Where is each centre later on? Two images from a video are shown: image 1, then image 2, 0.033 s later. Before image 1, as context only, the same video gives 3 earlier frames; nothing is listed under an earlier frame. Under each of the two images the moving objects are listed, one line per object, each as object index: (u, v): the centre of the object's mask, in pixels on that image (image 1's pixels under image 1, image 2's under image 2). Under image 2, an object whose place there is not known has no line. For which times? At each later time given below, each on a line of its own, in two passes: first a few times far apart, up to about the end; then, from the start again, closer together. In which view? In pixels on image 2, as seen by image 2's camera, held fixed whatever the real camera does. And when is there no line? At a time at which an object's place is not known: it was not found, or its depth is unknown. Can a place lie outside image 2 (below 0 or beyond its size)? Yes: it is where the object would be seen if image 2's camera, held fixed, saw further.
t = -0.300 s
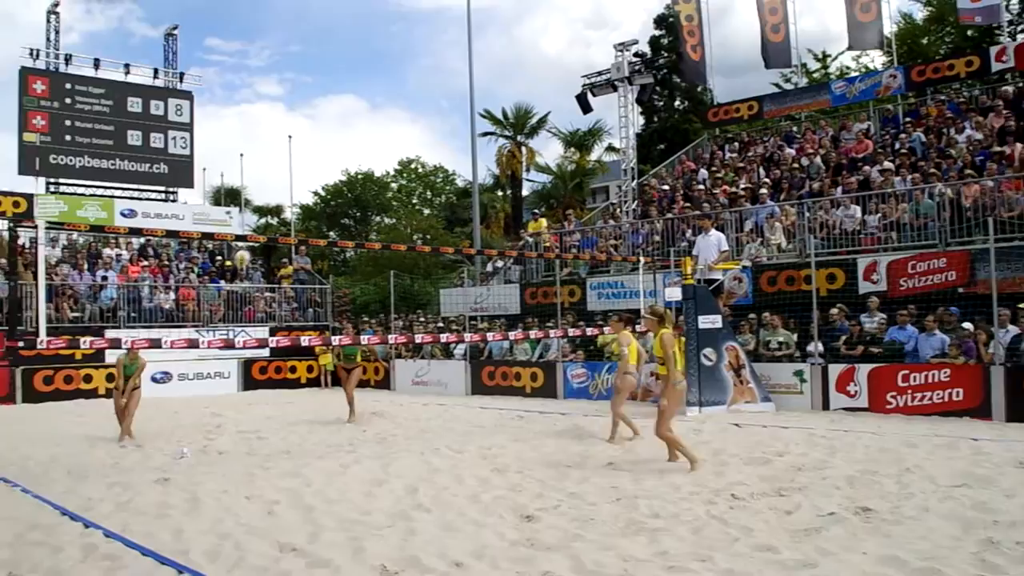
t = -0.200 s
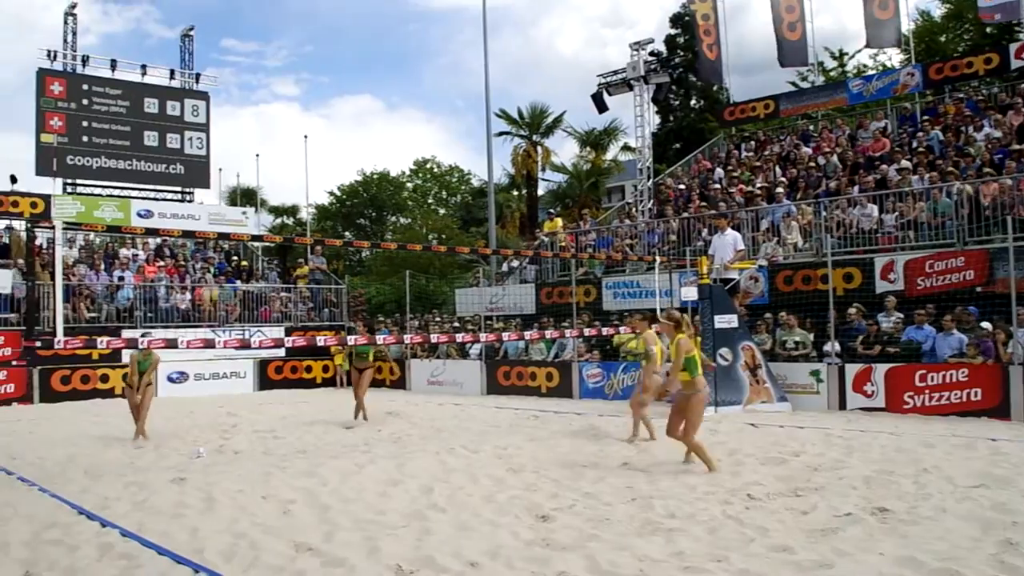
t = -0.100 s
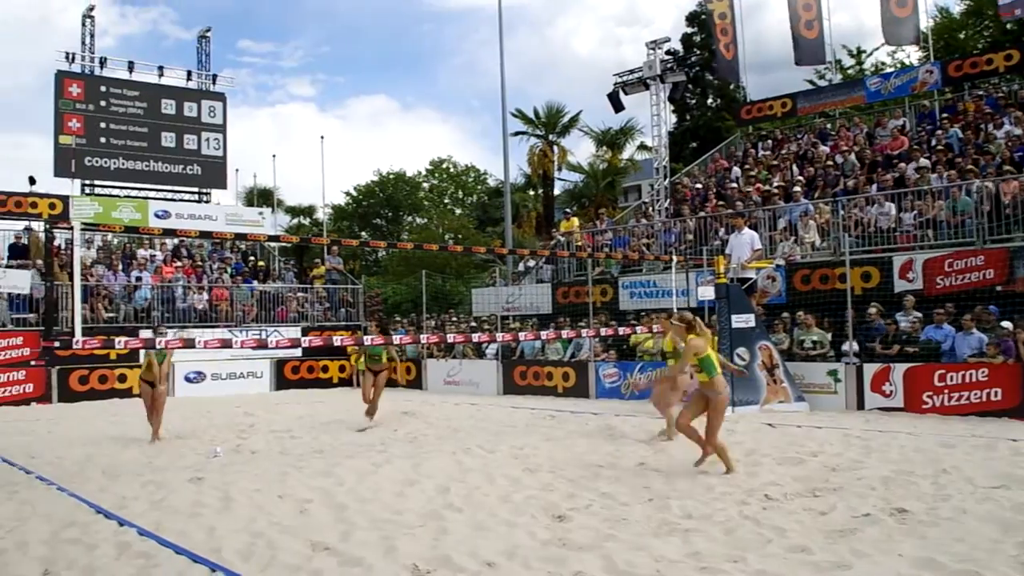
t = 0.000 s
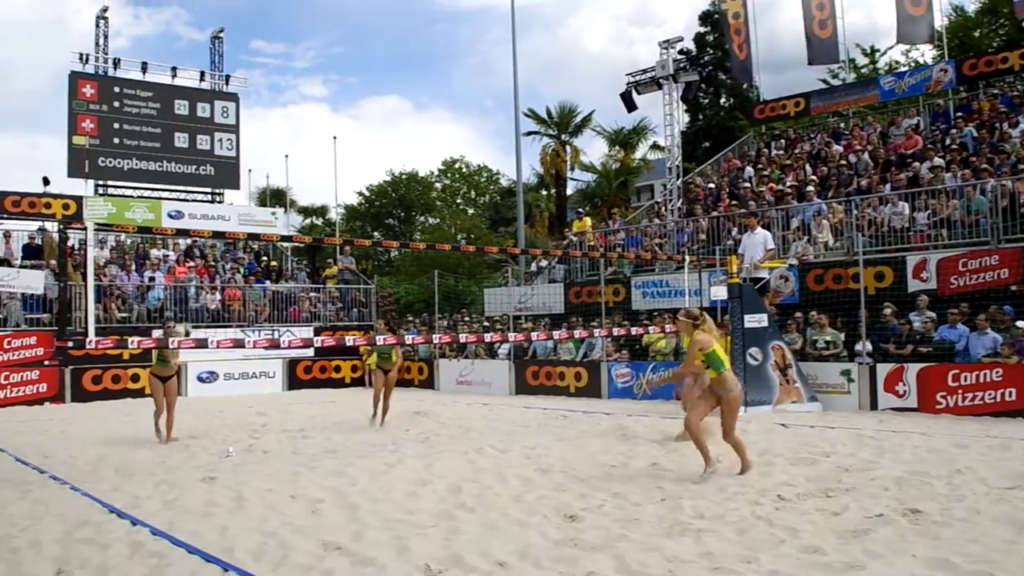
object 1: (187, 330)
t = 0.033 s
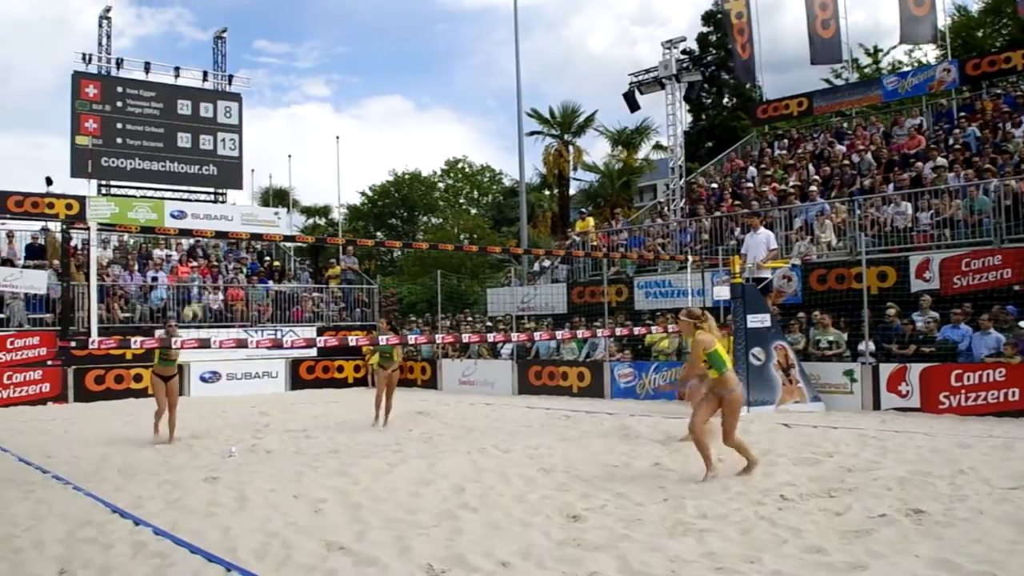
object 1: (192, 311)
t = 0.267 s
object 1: (242, 202)
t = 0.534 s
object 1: (318, 113)
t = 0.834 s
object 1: (428, 93)
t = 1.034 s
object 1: (530, 156)
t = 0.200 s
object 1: (226, 226)
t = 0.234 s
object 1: (234, 216)
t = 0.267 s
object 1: (242, 202)
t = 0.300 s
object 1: (251, 188)
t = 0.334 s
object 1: (261, 174)
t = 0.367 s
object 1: (270, 163)
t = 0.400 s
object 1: (279, 151)
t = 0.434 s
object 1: (288, 140)
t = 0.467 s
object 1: (298, 131)
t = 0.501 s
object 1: (307, 122)
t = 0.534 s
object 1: (318, 113)
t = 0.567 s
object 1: (328, 105)
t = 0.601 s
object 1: (339, 100)
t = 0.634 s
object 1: (350, 95)
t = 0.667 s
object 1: (361, 91)
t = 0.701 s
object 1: (374, 87)
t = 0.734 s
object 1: (386, 86)
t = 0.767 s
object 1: (400, 87)
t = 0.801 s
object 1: (413, 89)
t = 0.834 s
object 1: (428, 93)
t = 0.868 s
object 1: (443, 98)
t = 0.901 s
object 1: (459, 105)
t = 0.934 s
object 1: (474, 115)
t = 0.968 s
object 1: (491, 127)
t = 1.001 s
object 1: (510, 139)
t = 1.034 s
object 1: (530, 156)
